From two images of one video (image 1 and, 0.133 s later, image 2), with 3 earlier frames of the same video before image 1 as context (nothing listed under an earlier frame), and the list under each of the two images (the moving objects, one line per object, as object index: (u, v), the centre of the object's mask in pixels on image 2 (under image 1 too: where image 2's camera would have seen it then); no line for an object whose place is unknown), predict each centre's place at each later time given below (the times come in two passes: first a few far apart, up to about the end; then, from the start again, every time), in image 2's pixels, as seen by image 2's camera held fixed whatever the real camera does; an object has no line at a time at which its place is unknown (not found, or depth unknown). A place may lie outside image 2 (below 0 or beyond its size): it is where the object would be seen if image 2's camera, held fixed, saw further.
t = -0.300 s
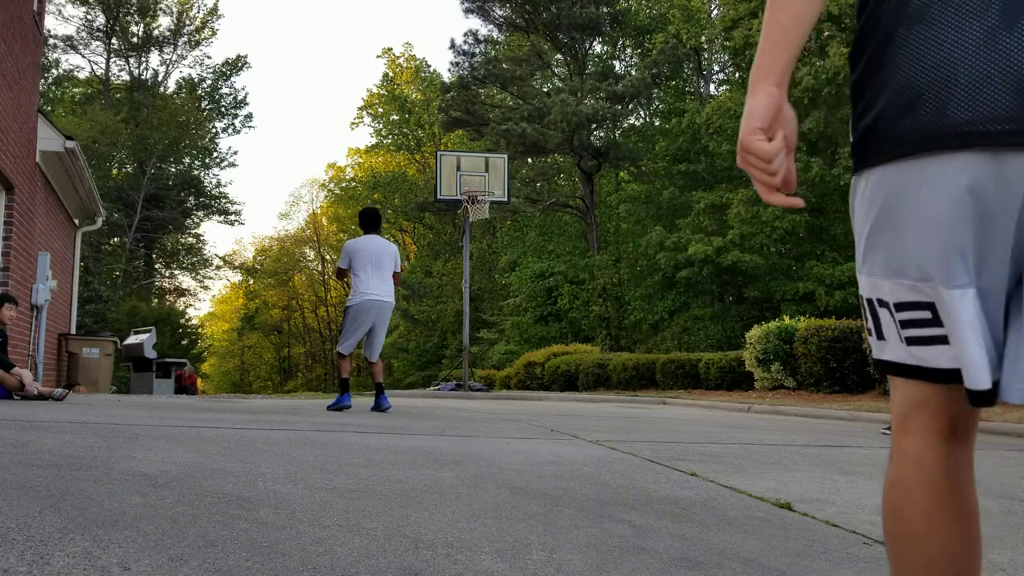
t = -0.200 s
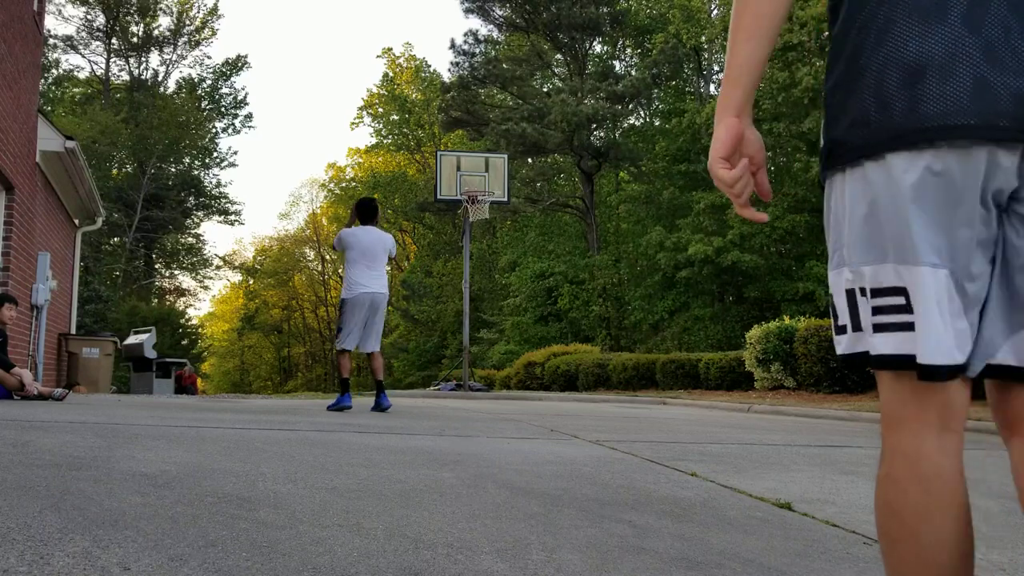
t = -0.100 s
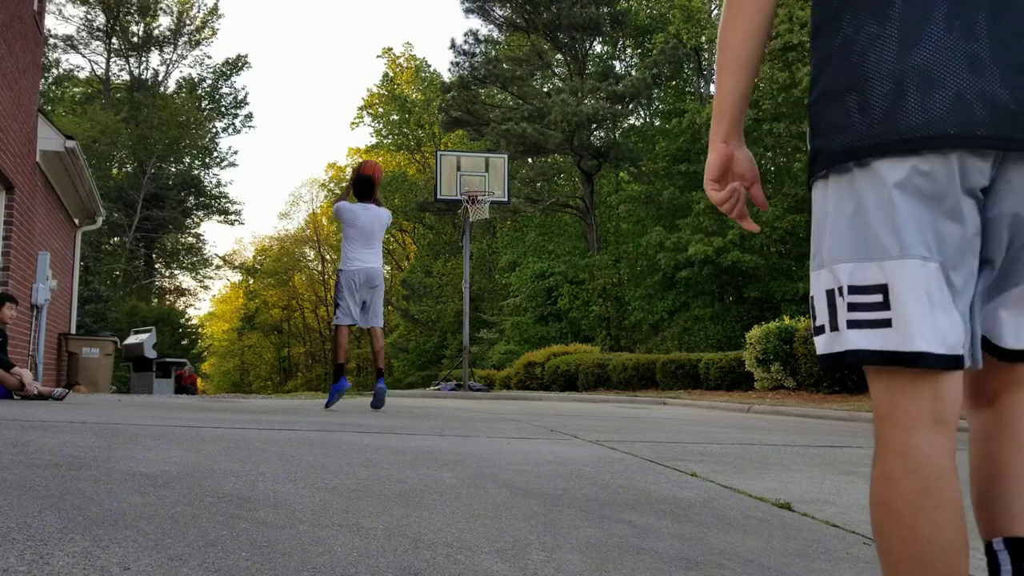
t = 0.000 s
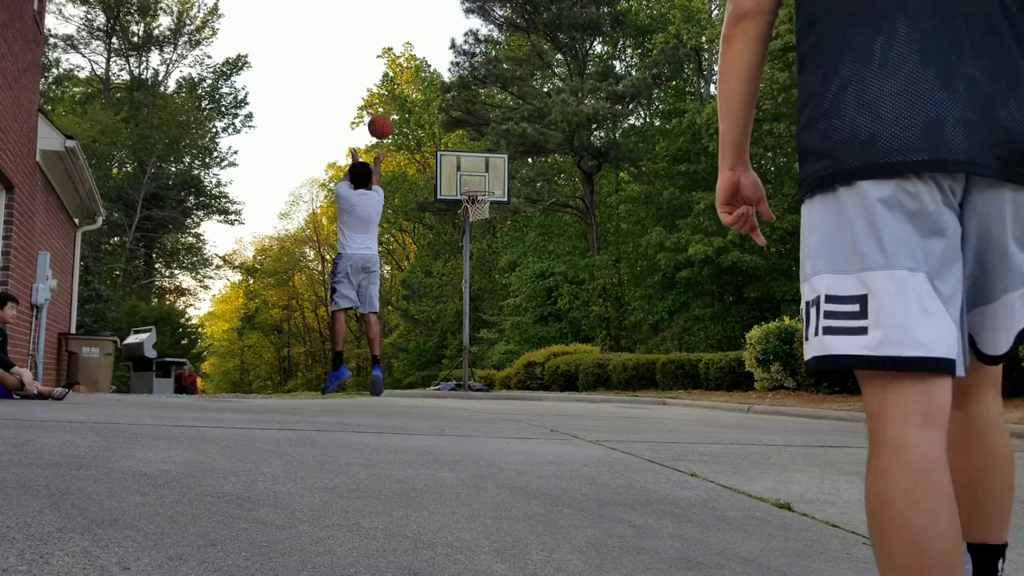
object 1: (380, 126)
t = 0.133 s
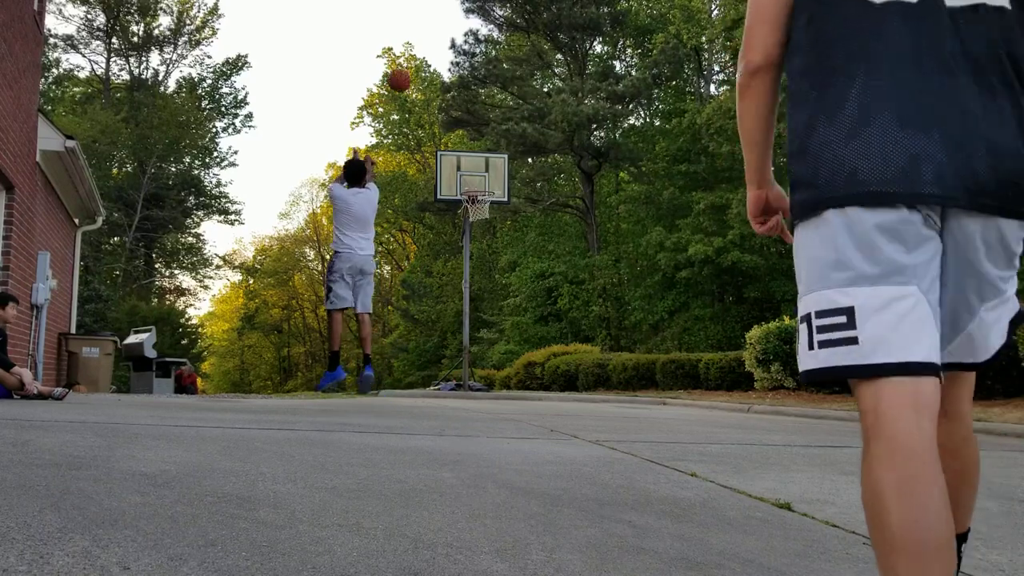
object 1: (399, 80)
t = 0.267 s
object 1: (415, 55)
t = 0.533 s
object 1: (440, 55)
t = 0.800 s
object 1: (459, 105)
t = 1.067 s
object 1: (473, 182)
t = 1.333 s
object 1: (473, 165)
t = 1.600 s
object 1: (471, 195)
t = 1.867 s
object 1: (469, 273)
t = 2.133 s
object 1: (467, 386)
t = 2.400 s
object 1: (473, 300)
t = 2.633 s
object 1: (476, 265)
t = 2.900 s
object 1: (479, 271)
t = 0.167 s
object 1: (403, 72)
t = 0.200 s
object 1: (407, 65)
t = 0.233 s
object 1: (411, 60)
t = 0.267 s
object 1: (415, 55)
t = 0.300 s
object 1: (418, 52)
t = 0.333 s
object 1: (422, 50)
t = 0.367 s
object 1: (425, 48)
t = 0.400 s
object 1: (428, 48)
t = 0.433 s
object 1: (432, 48)
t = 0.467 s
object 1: (434, 50)
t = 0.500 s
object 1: (437, 52)
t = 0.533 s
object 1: (440, 55)
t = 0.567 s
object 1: (443, 59)
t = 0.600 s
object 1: (445, 64)
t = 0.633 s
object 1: (448, 69)
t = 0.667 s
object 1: (450, 76)
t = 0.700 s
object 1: (452, 83)
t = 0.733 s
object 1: (454, 89)
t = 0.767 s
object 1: (457, 96)
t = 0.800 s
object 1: (459, 105)
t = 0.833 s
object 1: (461, 114)
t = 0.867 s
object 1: (463, 124)
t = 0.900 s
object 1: (465, 135)
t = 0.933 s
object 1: (467, 145)
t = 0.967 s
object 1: (469, 157)
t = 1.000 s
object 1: (470, 168)
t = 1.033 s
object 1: (472, 181)
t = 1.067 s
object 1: (473, 182)
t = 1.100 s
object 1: (473, 178)
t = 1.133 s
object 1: (473, 174)
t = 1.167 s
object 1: (473, 171)
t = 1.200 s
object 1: (473, 168)
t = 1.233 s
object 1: (473, 166)
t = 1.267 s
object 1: (473, 165)
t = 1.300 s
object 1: (473, 165)
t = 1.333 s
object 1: (473, 165)
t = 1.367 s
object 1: (473, 166)
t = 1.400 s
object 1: (472, 168)
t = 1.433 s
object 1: (472, 171)
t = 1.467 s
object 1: (472, 174)
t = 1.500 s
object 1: (472, 178)
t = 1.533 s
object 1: (472, 183)
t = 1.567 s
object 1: (472, 188)
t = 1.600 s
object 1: (471, 195)
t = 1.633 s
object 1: (471, 201)
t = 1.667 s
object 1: (471, 209)
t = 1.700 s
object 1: (470, 218)
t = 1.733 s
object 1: (470, 226)
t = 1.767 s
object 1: (470, 237)
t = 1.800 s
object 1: (470, 248)
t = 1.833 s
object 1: (469, 260)
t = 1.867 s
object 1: (469, 273)
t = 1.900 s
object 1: (469, 286)
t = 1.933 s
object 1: (468, 301)
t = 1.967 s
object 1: (468, 316)
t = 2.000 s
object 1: (468, 332)
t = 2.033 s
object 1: (468, 349)
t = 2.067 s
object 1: (467, 366)
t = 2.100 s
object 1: (467, 385)
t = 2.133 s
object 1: (467, 386)
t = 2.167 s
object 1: (468, 372)
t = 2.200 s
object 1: (468, 360)
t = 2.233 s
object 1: (469, 348)
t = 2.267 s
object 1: (470, 336)
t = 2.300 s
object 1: (471, 326)
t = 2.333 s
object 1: (471, 317)
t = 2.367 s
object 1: (472, 308)
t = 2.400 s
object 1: (473, 300)
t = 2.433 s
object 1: (473, 293)
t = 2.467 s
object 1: (474, 286)
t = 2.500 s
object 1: (474, 280)
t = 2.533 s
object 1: (475, 275)
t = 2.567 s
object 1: (475, 271)
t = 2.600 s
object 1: (475, 268)
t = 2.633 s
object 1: (476, 265)
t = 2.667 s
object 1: (476, 264)
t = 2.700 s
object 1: (476, 263)
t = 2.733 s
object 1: (477, 262)
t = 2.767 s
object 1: (477, 262)
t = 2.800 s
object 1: (478, 263)
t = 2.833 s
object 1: (478, 265)
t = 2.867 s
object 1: (478, 268)
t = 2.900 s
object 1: (479, 271)
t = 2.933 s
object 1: (479, 275)
